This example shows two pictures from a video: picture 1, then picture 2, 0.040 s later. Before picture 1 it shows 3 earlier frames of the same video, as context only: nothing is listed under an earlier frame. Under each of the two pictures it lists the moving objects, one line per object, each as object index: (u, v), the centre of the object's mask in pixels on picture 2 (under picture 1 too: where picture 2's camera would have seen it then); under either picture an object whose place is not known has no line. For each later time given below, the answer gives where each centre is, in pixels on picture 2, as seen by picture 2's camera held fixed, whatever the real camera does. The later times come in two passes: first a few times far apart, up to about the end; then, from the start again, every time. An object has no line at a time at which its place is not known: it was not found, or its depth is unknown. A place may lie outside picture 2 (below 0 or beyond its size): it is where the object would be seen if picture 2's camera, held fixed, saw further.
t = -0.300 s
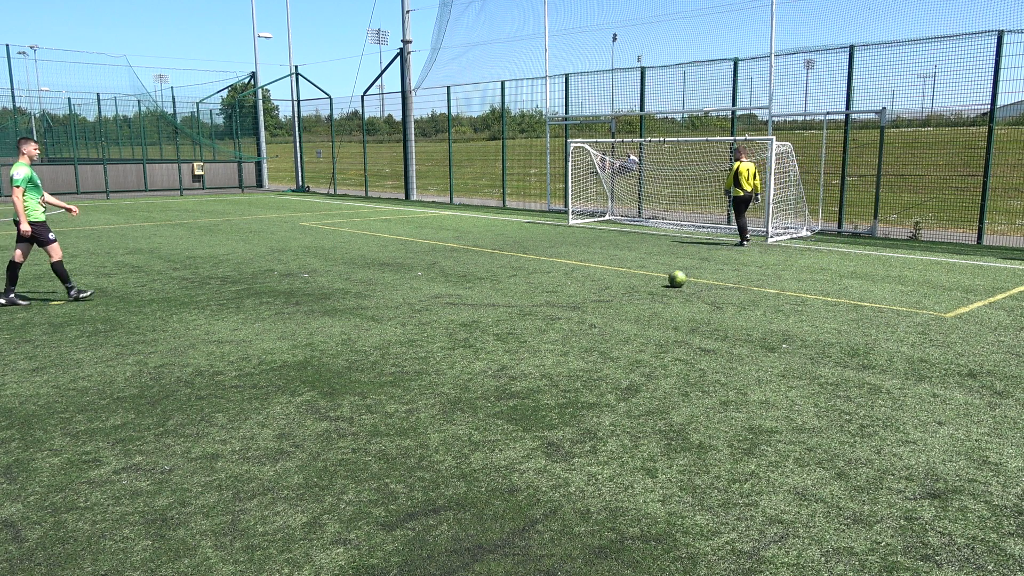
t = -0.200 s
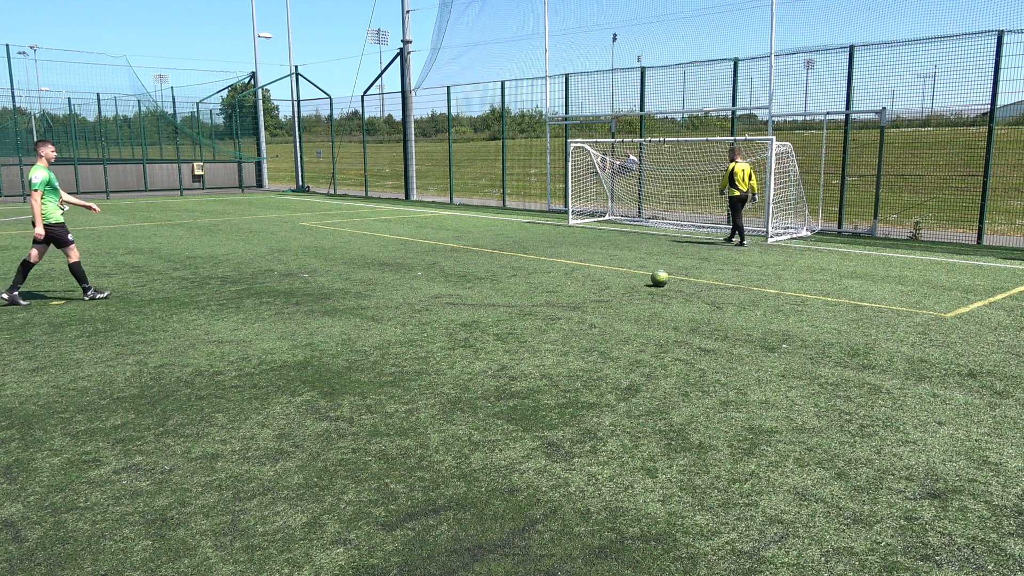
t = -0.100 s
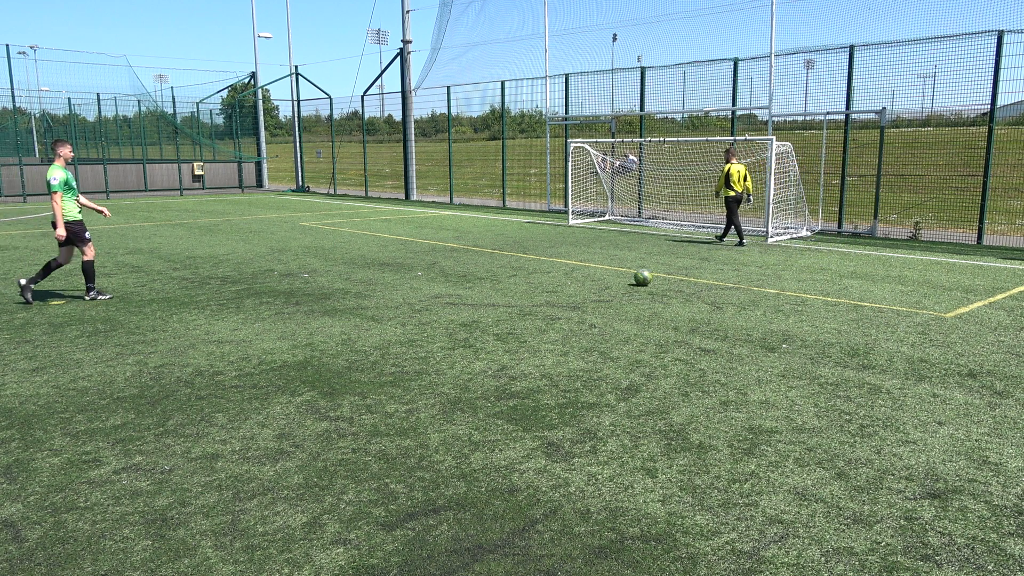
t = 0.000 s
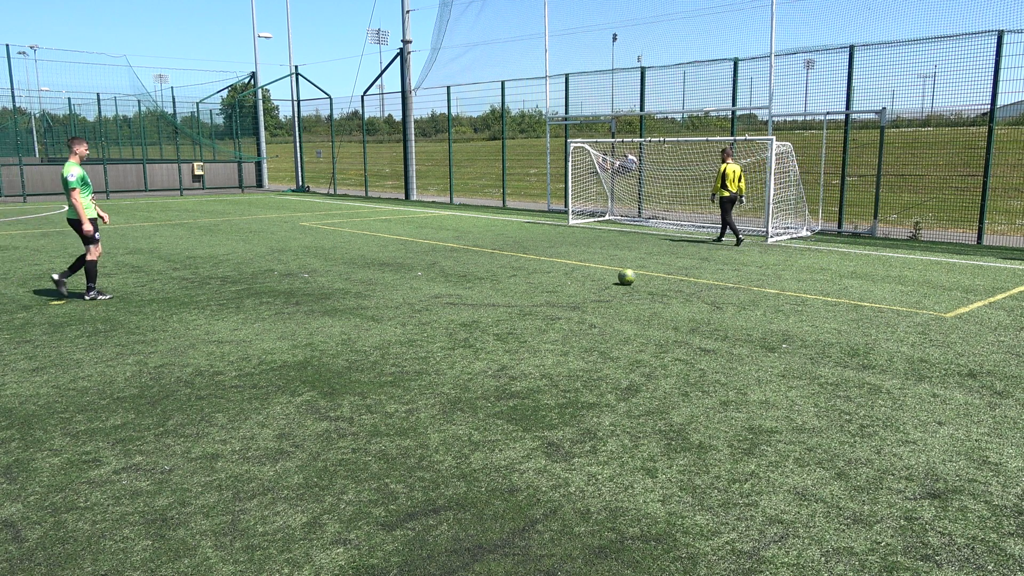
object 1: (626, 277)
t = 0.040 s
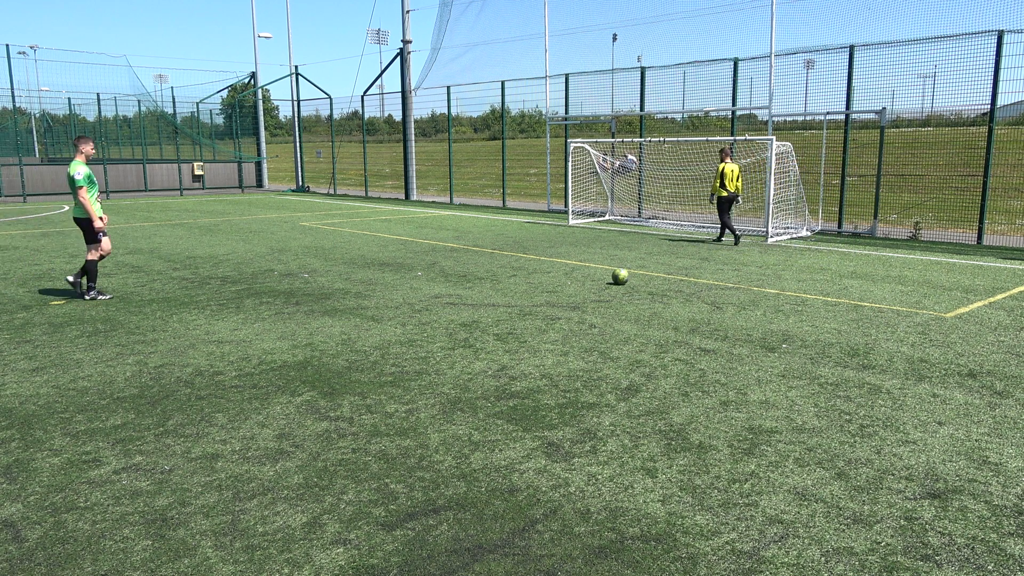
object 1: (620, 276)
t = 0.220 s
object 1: (593, 275)
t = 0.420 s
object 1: (565, 274)
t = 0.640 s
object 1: (536, 273)
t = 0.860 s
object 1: (509, 272)
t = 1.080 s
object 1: (484, 270)
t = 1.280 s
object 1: (463, 270)
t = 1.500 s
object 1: (442, 269)
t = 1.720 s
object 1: (422, 268)
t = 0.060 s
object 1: (617, 276)
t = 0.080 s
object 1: (614, 276)
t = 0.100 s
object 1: (611, 276)
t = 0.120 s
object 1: (608, 276)
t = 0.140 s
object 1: (605, 276)
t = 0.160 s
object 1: (602, 276)
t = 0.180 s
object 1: (599, 275)
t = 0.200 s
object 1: (596, 276)
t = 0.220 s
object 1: (593, 275)
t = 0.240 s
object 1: (590, 275)
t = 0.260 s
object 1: (587, 275)
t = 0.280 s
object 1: (584, 275)
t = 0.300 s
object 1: (582, 275)
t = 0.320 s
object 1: (579, 275)
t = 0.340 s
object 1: (576, 275)
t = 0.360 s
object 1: (573, 275)
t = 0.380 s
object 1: (571, 274)
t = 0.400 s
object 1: (568, 274)
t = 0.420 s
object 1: (565, 274)
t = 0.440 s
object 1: (562, 274)
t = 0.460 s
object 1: (560, 274)
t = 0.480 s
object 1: (557, 274)
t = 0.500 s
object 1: (554, 274)
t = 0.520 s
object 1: (552, 274)
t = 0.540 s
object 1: (549, 273)
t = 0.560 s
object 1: (546, 273)
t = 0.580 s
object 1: (543, 273)
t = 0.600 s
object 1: (542, 273)
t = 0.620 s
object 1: (539, 273)
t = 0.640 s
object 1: (536, 273)
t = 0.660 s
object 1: (534, 273)
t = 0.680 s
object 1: (531, 272)
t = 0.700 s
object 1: (528, 273)
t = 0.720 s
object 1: (526, 273)
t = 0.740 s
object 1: (524, 273)
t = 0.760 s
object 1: (521, 272)
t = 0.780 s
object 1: (518, 272)
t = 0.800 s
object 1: (516, 272)
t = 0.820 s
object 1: (514, 272)
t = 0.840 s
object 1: (512, 272)
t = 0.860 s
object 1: (509, 272)
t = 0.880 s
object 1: (507, 272)
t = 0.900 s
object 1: (504, 272)
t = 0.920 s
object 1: (502, 272)
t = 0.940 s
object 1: (500, 271)
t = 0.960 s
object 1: (497, 271)
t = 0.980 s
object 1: (495, 271)
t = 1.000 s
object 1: (493, 271)
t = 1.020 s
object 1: (491, 271)
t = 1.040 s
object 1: (489, 271)
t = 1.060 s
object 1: (486, 271)
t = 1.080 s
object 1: (484, 270)
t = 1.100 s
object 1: (482, 270)
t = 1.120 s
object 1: (479, 271)
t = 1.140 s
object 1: (478, 270)
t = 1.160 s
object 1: (476, 270)
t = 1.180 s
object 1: (473, 270)
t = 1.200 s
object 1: (471, 270)
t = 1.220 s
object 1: (469, 270)
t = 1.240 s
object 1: (467, 270)
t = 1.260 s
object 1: (465, 270)
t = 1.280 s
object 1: (463, 270)
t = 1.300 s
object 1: (461, 270)
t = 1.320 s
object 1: (459, 270)
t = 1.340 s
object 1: (457, 270)
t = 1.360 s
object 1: (455, 270)
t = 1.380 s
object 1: (453, 269)
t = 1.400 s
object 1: (451, 269)
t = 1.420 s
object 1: (449, 269)
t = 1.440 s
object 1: (448, 269)
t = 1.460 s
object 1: (445, 269)
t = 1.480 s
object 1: (444, 269)
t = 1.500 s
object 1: (442, 269)
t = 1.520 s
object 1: (440, 269)
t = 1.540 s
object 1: (438, 269)
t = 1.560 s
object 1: (436, 269)
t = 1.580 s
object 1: (435, 269)
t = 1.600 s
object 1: (433, 269)
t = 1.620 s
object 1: (431, 269)
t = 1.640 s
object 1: (429, 269)
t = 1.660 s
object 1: (427, 268)
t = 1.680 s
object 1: (425, 268)
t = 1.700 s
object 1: (424, 268)
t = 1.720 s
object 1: (422, 268)
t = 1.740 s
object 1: (421, 268)
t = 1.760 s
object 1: (419, 268)
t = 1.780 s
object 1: (417, 268)
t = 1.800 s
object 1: (416, 268)
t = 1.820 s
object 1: (414, 268)
